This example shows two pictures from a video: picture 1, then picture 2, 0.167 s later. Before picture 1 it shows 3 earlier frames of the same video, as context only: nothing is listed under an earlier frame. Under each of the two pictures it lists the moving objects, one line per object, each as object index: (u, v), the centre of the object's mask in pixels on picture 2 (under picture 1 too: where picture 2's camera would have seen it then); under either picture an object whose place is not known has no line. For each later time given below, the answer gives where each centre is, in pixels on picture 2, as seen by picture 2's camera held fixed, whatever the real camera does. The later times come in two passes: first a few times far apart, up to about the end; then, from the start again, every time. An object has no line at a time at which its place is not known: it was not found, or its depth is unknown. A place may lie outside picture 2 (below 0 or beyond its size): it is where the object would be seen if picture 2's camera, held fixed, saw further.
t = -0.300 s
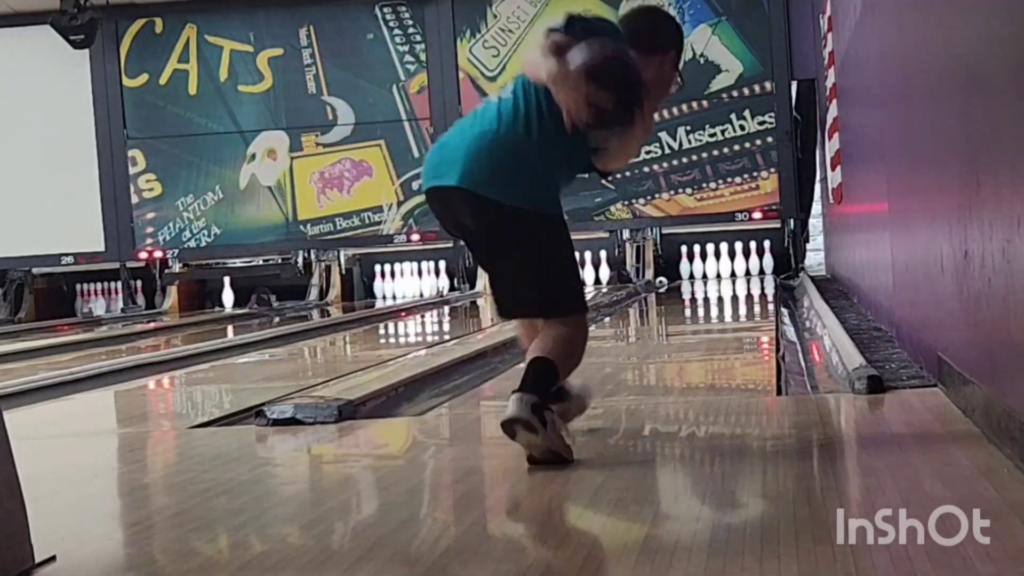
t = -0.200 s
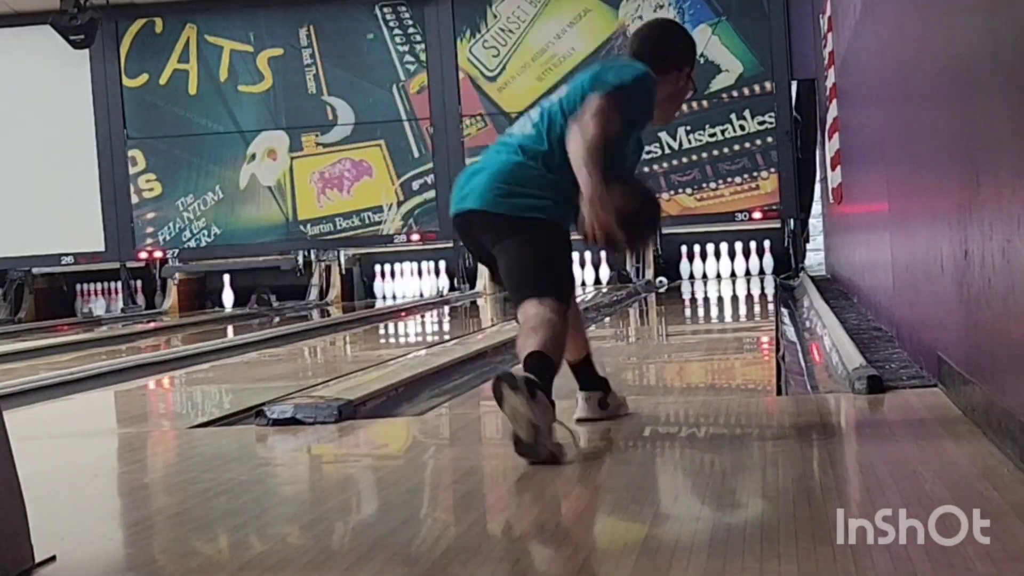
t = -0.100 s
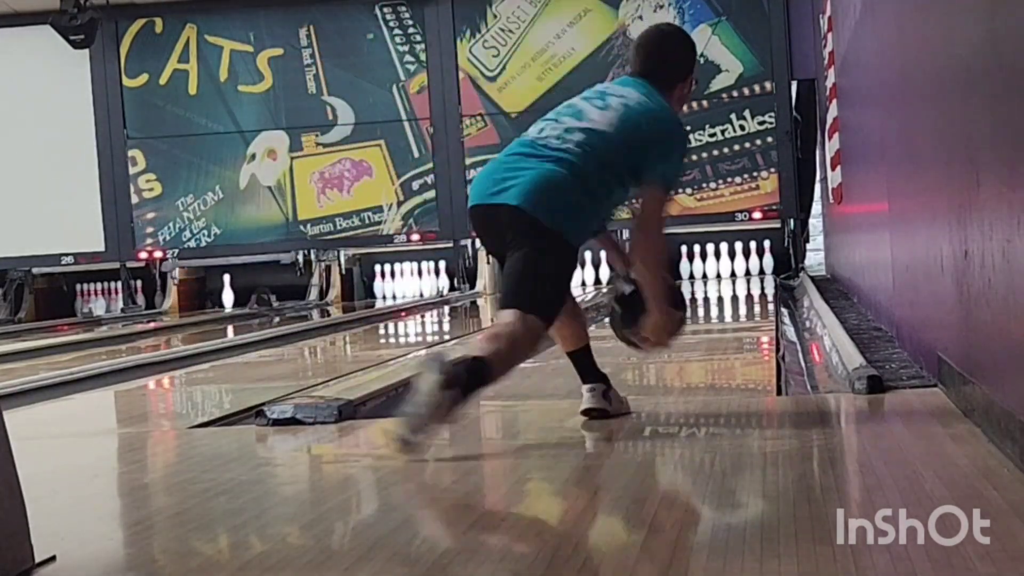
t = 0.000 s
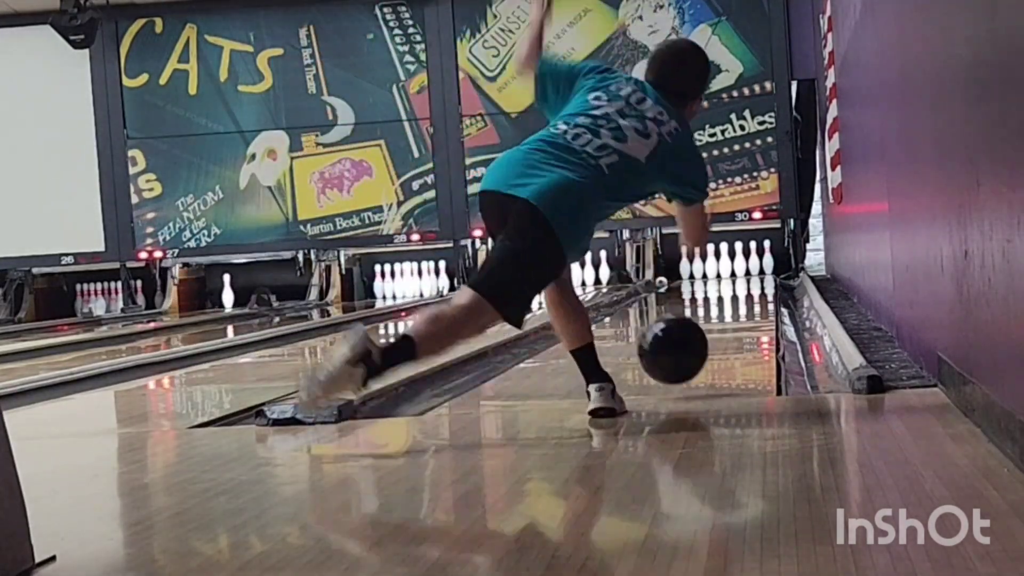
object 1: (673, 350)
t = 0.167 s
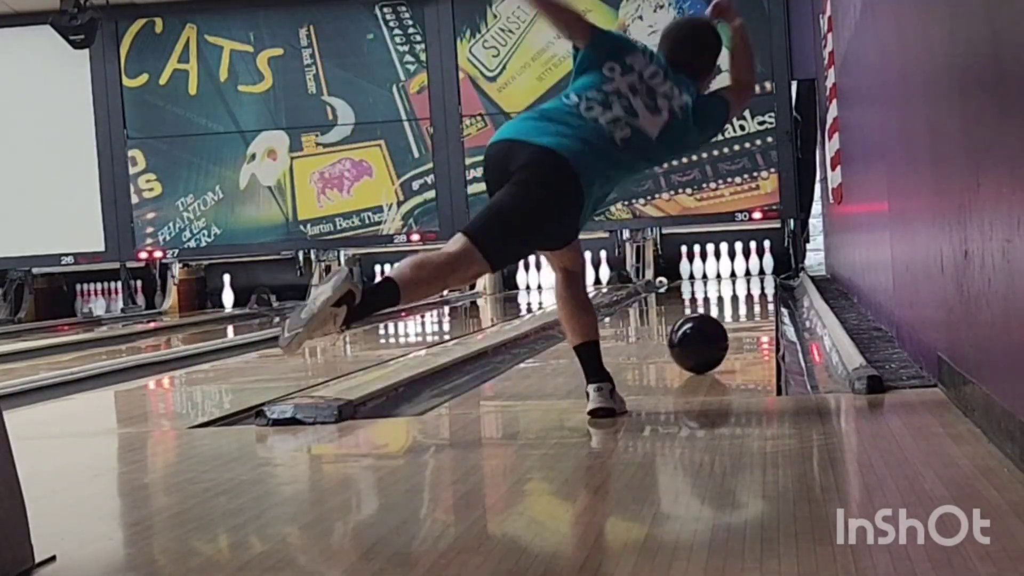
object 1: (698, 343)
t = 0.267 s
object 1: (709, 334)
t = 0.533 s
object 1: (729, 314)
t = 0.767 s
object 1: (741, 303)
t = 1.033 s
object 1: (749, 293)
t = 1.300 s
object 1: (753, 286)
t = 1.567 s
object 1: (754, 280)
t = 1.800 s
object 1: (753, 276)
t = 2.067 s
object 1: (748, 273)
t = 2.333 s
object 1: (740, 270)
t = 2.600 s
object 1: (732, 268)
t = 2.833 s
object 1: (731, 268)
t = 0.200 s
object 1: (702, 340)
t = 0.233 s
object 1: (706, 337)
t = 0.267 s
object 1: (709, 334)
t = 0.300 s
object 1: (712, 331)
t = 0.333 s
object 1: (715, 328)
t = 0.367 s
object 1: (718, 326)
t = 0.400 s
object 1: (721, 324)
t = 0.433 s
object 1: (723, 321)
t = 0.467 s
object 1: (726, 319)
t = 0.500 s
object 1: (728, 316)
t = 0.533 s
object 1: (729, 314)
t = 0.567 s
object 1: (731, 313)
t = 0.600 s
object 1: (733, 311)
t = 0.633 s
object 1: (735, 309)
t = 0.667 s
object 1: (737, 308)
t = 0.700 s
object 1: (738, 306)
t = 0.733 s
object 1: (739, 304)
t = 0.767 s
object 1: (741, 303)
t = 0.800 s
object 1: (742, 302)
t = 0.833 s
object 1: (744, 300)
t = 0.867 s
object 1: (745, 299)
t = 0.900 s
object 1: (746, 298)
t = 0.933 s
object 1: (747, 297)
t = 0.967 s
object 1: (748, 295)
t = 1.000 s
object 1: (749, 294)
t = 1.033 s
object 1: (749, 293)
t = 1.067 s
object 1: (750, 292)
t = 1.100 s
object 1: (751, 291)
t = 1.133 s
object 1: (751, 291)
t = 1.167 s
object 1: (752, 290)
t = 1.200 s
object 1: (752, 289)
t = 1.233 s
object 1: (753, 288)
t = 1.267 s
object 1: (753, 287)
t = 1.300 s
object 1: (753, 286)
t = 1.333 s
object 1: (754, 285)
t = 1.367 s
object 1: (754, 284)
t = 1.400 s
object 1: (754, 283)
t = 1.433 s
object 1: (754, 283)
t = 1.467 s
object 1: (755, 282)
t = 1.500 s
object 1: (754, 281)
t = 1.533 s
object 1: (754, 281)
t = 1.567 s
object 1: (754, 280)
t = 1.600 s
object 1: (754, 279)
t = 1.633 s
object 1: (754, 279)
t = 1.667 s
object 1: (754, 279)
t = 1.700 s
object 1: (754, 278)
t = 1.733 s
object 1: (753, 277)
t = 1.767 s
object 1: (753, 277)
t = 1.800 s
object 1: (753, 276)
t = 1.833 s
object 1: (752, 276)
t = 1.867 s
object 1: (752, 275)
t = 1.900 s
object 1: (752, 275)
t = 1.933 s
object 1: (751, 274)
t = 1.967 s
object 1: (751, 274)
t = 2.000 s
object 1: (750, 273)
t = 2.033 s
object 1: (749, 273)
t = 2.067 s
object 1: (748, 273)
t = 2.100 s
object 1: (747, 272)
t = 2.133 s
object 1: (746, 272)
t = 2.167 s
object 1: (745, 272)
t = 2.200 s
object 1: (744, 271)
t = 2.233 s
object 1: (743, 271)
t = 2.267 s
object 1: (742, 271)
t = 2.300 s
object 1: (741, 270)
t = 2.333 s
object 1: (740, 270)
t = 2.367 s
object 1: (739, 270)
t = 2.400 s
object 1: (737, 270)
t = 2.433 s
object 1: (736, 269)
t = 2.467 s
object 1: (735, 269)
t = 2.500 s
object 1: (733, 269)
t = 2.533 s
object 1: (732, 269)
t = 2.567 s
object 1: (731, 269)
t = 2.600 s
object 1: (732, 268)
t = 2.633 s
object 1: (731, 268)
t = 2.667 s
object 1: (731, 268)
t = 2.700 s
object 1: (731, 268)
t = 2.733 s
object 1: (731, 268)
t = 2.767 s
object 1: (731, 268)
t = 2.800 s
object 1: (731, 268)
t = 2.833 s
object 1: (731, 268)
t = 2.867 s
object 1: (732, 269)
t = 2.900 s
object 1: (732, 269)
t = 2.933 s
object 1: (730, 269)
